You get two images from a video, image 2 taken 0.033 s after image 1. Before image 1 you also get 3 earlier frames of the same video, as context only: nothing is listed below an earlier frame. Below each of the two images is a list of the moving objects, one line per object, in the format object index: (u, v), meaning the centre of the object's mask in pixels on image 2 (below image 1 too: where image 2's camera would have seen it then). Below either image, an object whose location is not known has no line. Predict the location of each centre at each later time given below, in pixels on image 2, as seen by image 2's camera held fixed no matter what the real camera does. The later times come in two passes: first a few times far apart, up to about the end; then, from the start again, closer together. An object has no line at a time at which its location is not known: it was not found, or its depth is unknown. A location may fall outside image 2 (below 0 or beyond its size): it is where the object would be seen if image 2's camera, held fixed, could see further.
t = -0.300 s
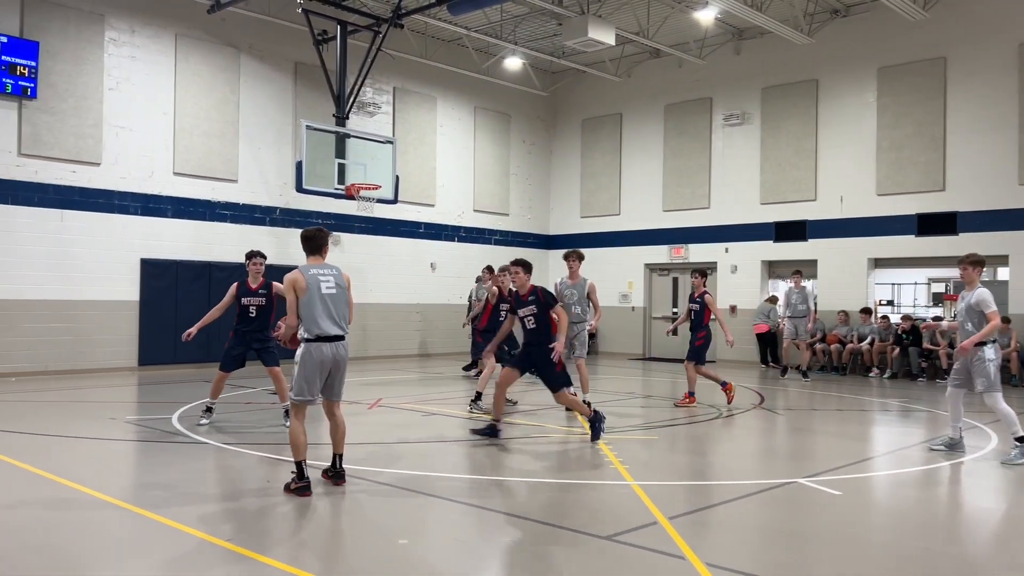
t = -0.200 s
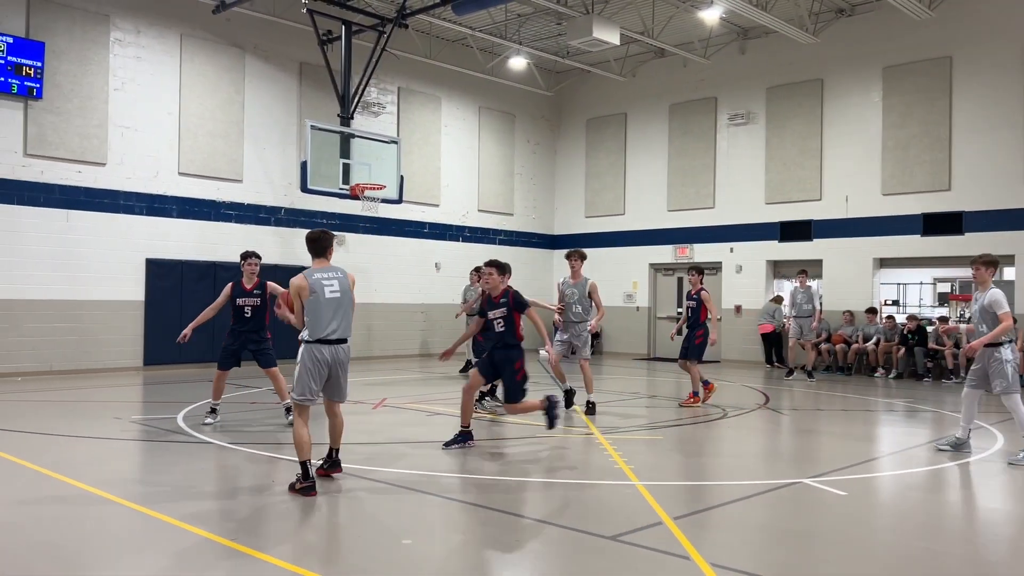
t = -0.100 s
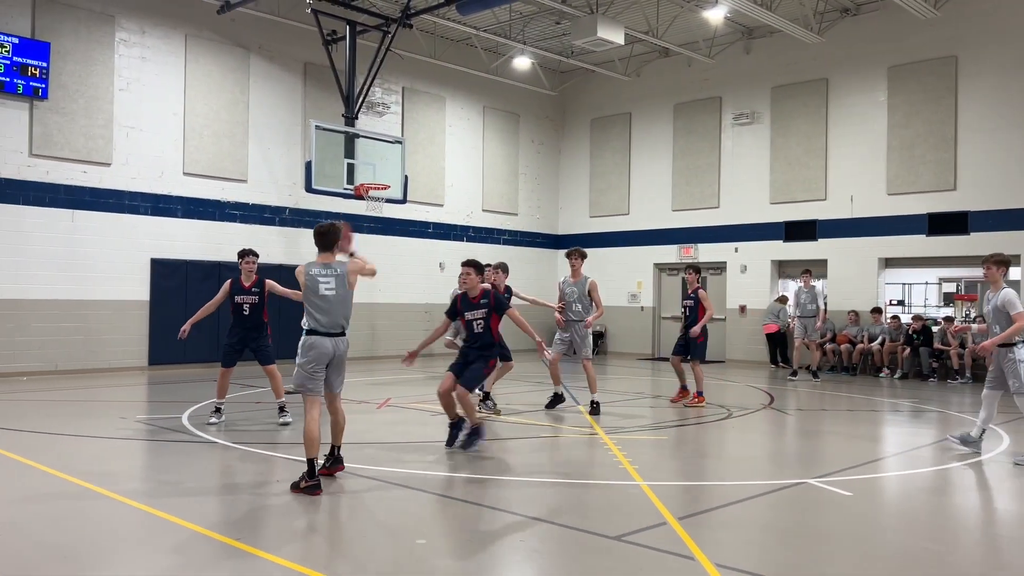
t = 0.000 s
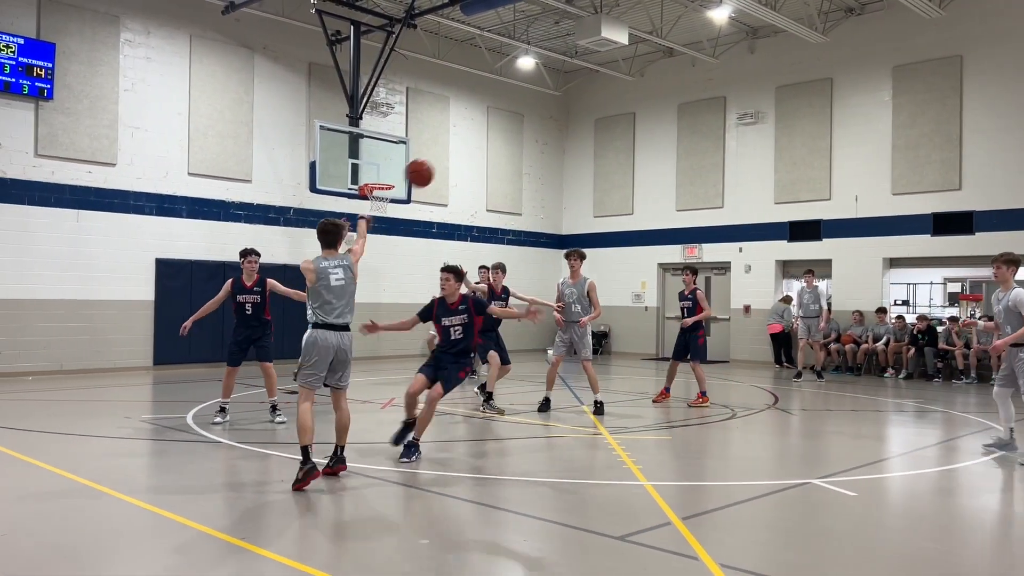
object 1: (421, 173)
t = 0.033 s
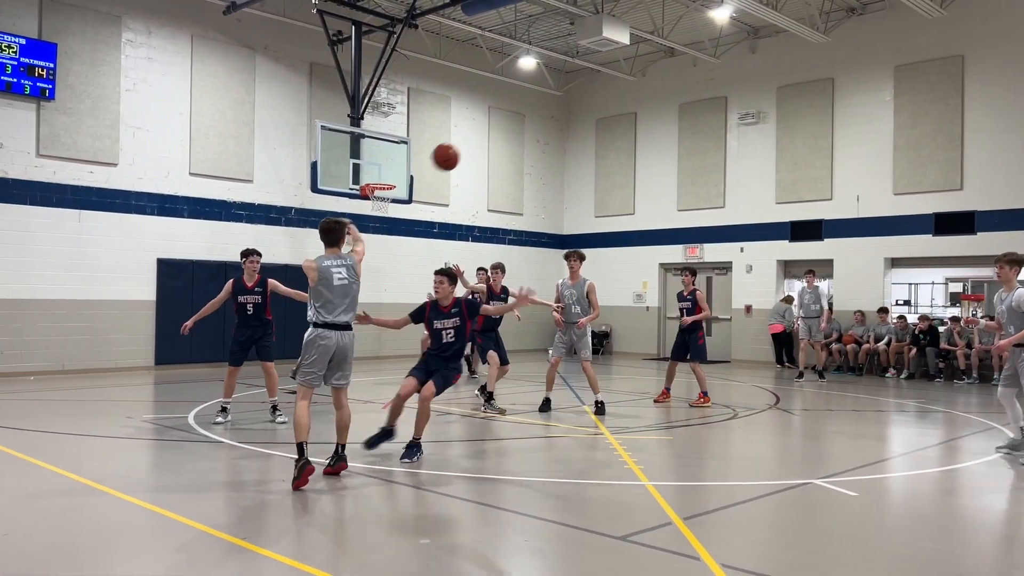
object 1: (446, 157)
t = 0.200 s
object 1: (552, 105)
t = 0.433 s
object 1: (660, 90)
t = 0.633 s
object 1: (729, 113)
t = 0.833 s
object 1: (782, 158)
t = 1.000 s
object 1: (818, 209)
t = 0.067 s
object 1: (470, 142)
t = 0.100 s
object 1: (492, 130)
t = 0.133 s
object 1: (513, 120)
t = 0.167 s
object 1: (533, 111)
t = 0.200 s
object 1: (552, 105)
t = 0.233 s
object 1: (570, 99)
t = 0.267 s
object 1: (587, 94)
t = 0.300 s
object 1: (603, 91)
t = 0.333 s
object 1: (618, 89)
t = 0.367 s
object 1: (633, 89)
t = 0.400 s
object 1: (646, 89)
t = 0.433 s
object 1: (660, 90)
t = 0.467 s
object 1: (673, 92)
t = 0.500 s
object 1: (685, 95)
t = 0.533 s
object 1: (696, 98)
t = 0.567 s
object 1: (708, 102)
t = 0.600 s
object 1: (718, 107)
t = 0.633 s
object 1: (729, 113)
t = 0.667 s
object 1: (738, 119)
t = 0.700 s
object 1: (748, 126)
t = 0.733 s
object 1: (757, 133)
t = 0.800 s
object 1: (774, 150)
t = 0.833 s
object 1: (782, 158)
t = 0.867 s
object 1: (790, 167)
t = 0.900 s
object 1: (797, 177)
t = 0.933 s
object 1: (804, 187)
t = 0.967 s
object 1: (811, 198)
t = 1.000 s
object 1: (818, 209)
